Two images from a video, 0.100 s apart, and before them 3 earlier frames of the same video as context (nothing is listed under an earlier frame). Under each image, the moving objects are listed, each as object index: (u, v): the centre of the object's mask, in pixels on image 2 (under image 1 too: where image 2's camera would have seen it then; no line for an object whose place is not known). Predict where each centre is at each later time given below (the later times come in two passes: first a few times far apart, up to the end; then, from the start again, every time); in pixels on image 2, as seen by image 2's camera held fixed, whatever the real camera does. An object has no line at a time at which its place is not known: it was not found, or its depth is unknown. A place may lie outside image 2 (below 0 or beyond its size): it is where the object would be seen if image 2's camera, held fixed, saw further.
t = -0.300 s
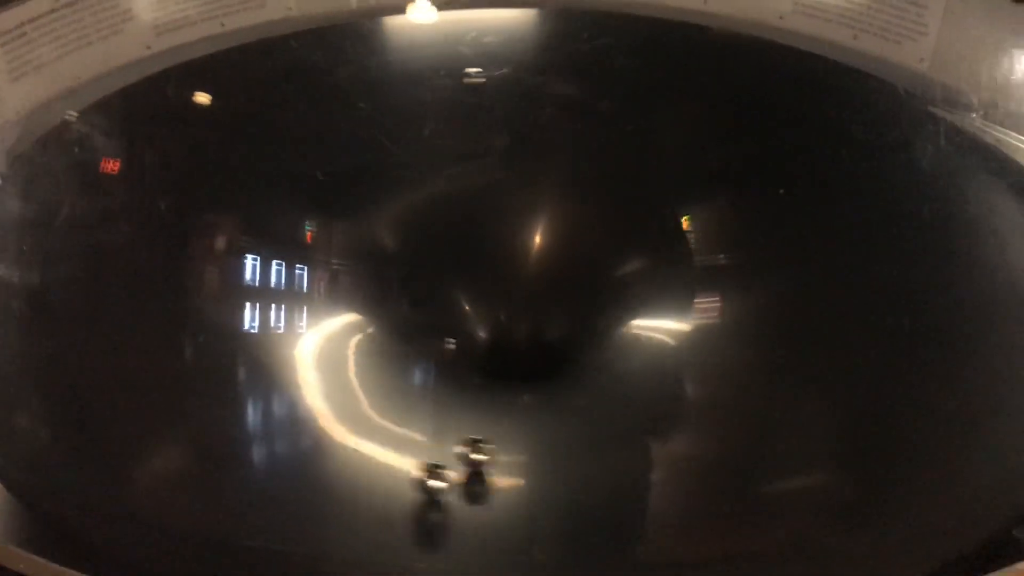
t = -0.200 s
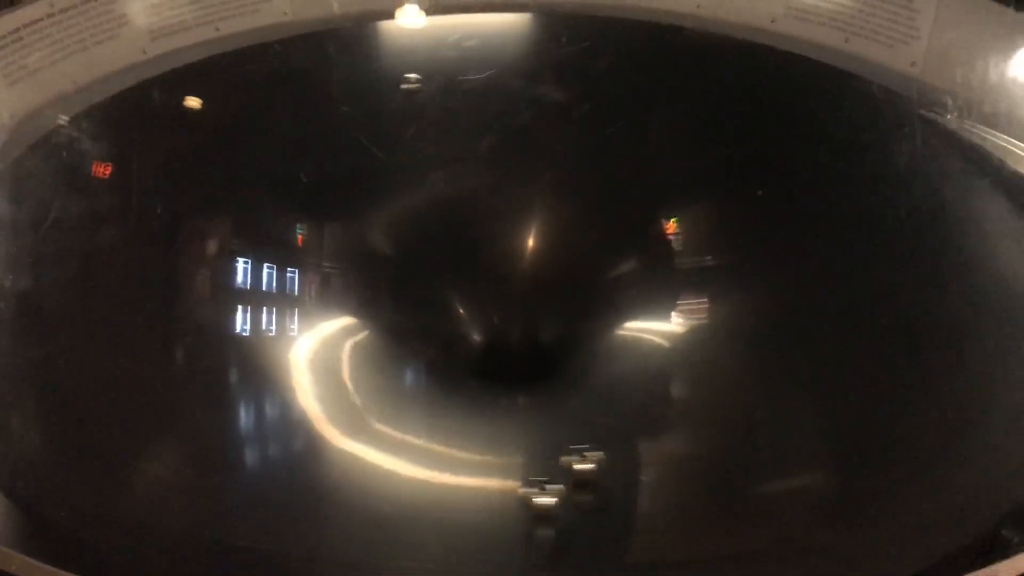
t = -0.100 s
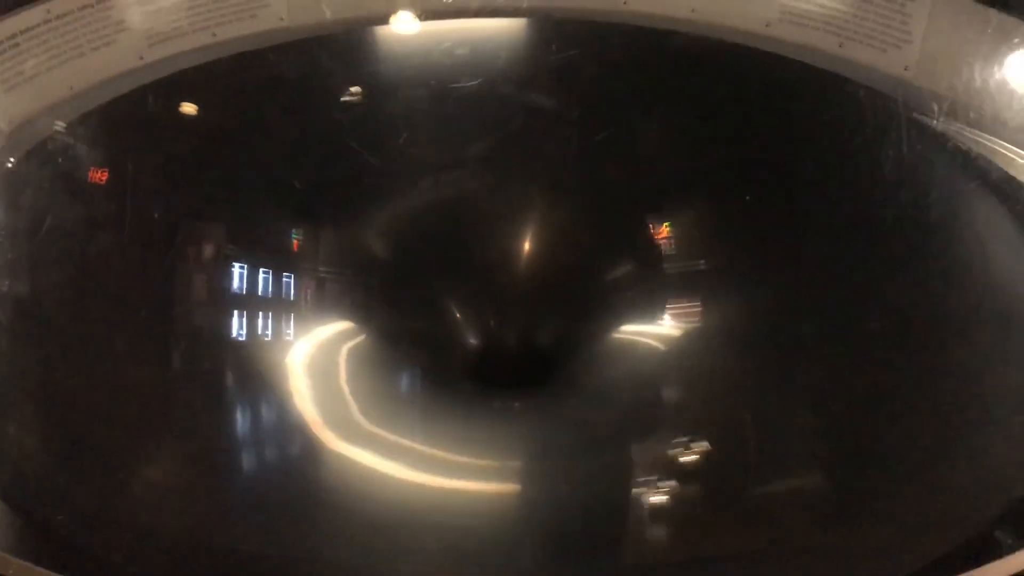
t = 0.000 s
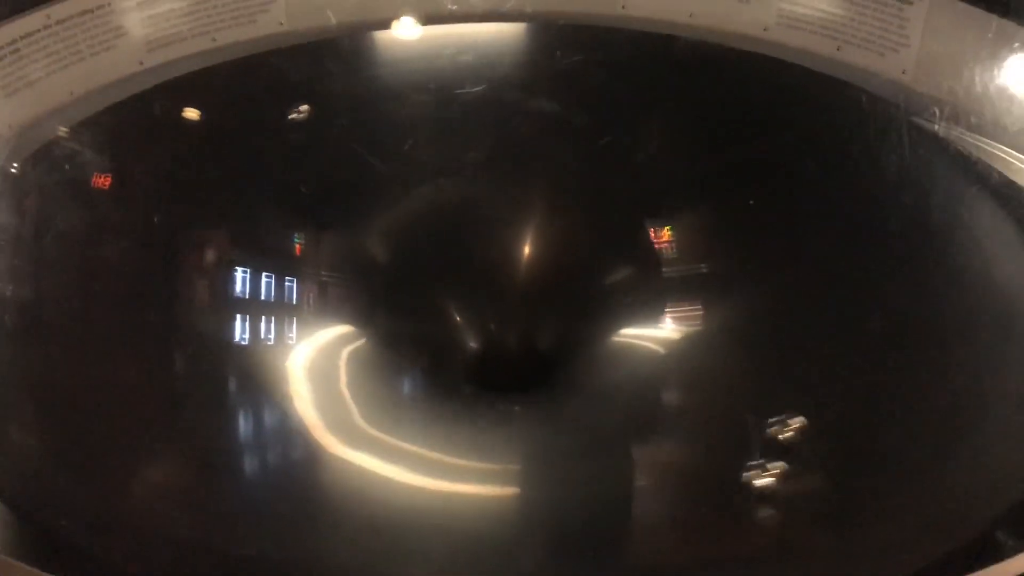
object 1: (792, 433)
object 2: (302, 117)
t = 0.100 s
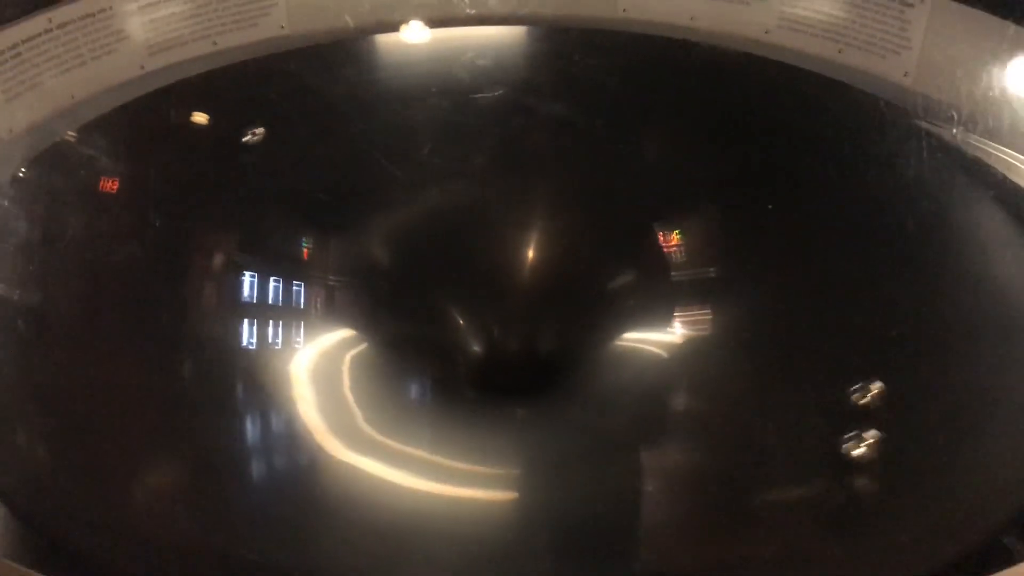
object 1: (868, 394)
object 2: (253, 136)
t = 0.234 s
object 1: (929, 338)
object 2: (201, 170)
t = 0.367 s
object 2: (167, 216)
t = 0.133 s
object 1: (887, 381)
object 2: (238, 144)
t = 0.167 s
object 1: (903, 367)
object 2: (225, 151)
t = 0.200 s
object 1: (917, 353)
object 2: (212, 160)
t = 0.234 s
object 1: (929, 338)
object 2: (201, 170)
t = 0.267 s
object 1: (938, 324)
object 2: (190, 180)
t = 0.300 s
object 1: (945, 309)
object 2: (182, 192)
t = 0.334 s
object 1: (949, 295)
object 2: (172, 203)
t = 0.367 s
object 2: (167, 216)
